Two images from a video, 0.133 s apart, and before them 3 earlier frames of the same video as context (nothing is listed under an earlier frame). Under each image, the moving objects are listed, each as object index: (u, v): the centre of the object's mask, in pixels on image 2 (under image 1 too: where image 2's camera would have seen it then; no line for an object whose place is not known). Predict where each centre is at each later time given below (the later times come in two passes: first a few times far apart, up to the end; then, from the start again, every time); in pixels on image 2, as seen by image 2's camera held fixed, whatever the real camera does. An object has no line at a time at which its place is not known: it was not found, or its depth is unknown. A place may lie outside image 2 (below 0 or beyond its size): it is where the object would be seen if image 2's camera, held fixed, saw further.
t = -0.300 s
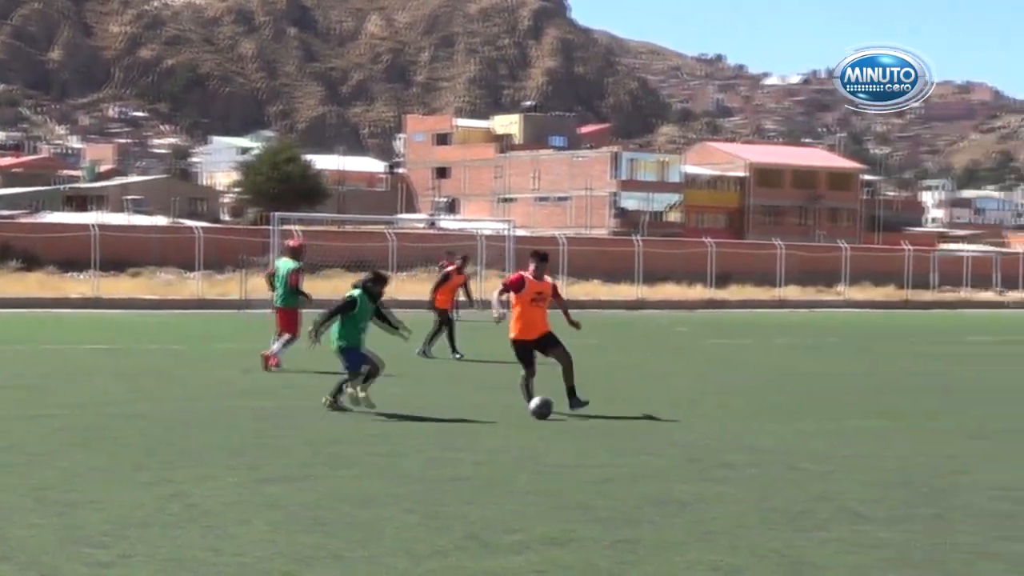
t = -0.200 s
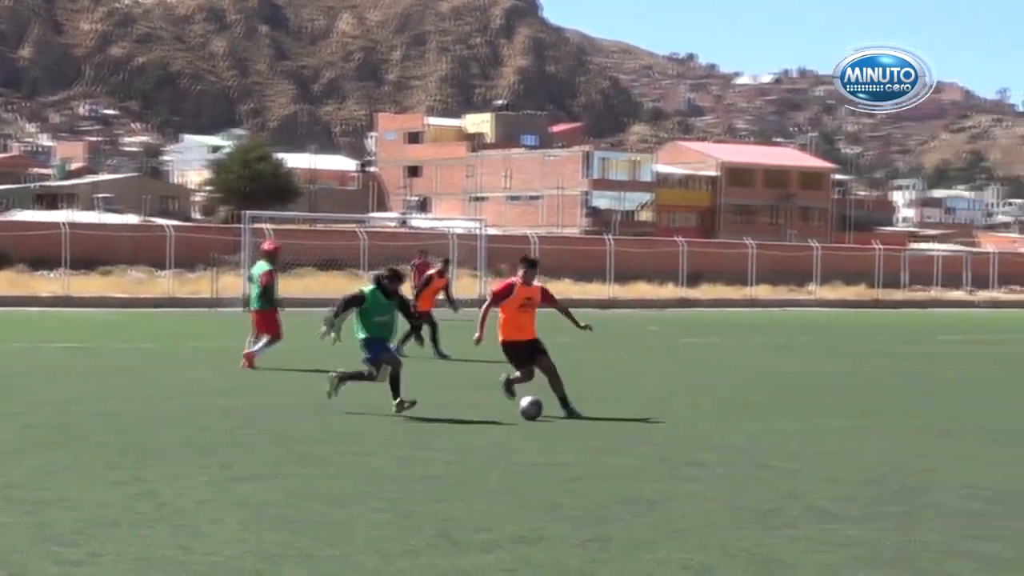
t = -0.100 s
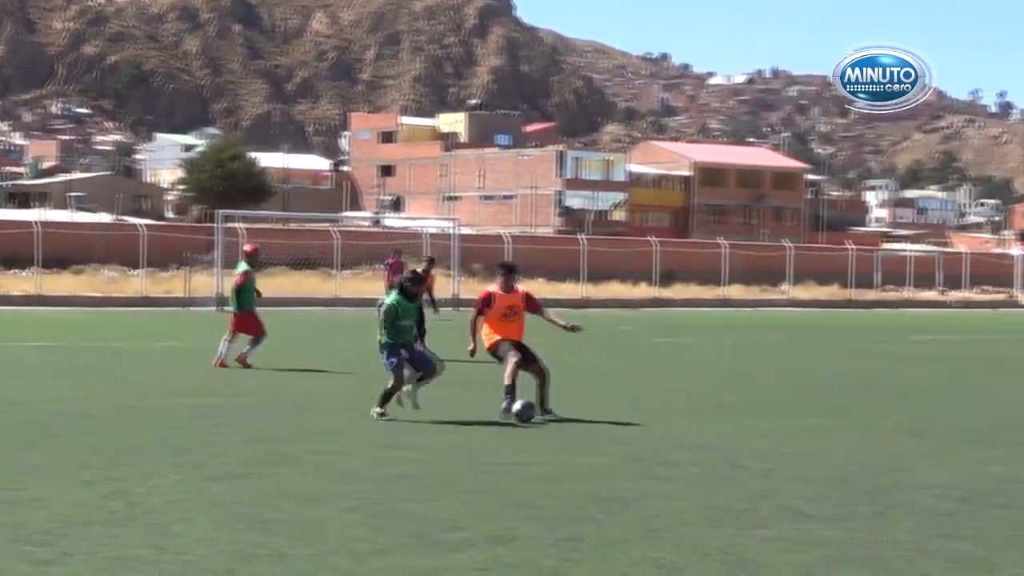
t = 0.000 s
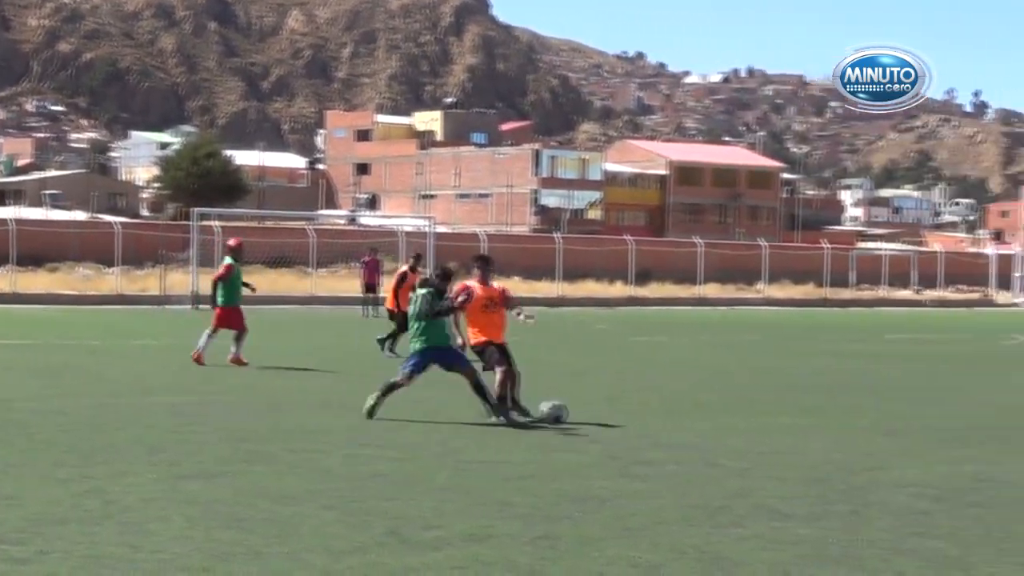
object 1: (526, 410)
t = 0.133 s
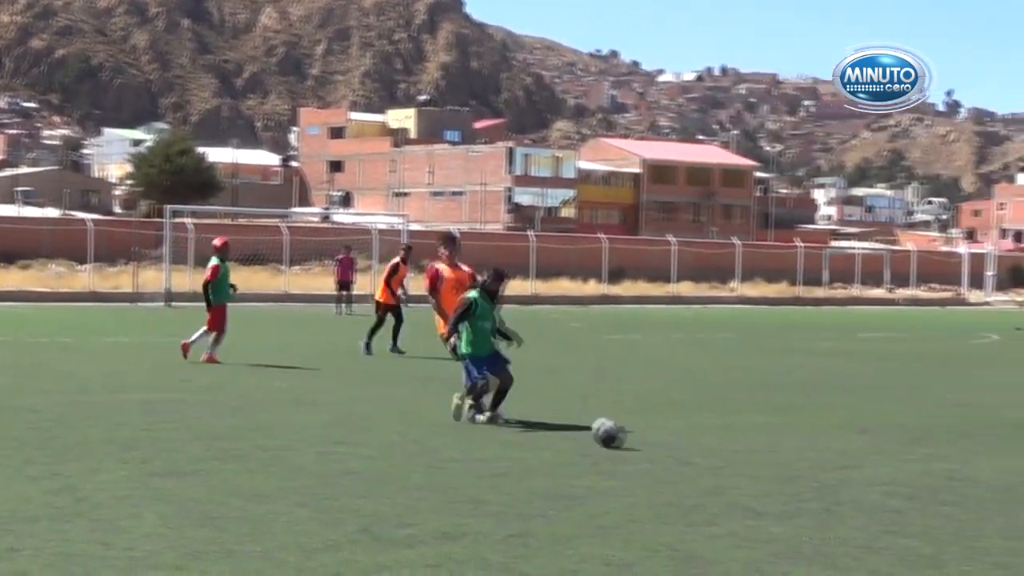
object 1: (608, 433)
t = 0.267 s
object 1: (699, 449)
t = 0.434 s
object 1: (825, 475)
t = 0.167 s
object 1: (632, 436)
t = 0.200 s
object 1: (652, 439)
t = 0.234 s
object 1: (675, 443)
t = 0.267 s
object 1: (699, 449)
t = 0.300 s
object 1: (723, 457)
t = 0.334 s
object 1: (750, 467)
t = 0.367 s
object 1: (775, 473)
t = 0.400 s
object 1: (799, 473)
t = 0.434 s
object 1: (825, 475)
